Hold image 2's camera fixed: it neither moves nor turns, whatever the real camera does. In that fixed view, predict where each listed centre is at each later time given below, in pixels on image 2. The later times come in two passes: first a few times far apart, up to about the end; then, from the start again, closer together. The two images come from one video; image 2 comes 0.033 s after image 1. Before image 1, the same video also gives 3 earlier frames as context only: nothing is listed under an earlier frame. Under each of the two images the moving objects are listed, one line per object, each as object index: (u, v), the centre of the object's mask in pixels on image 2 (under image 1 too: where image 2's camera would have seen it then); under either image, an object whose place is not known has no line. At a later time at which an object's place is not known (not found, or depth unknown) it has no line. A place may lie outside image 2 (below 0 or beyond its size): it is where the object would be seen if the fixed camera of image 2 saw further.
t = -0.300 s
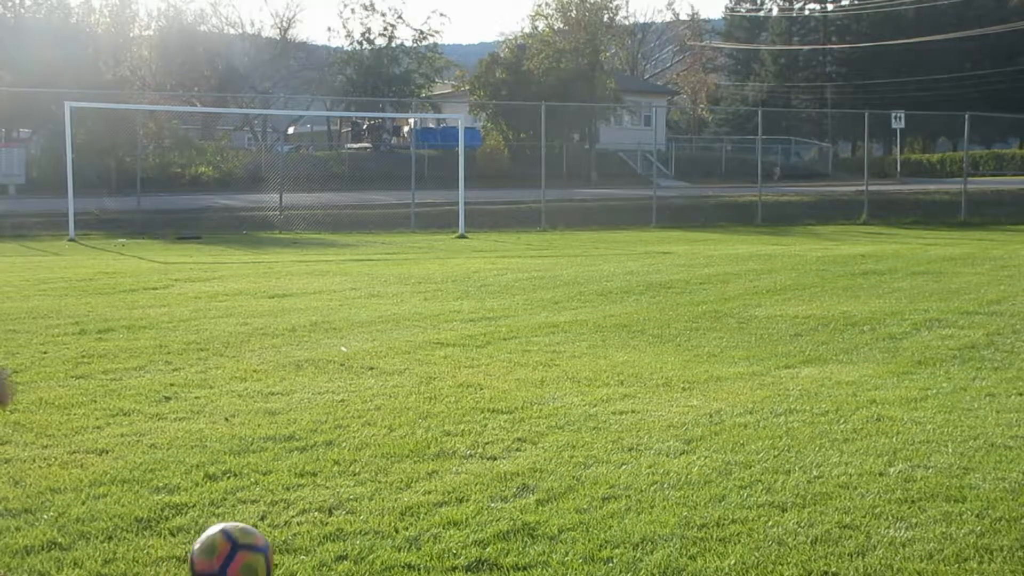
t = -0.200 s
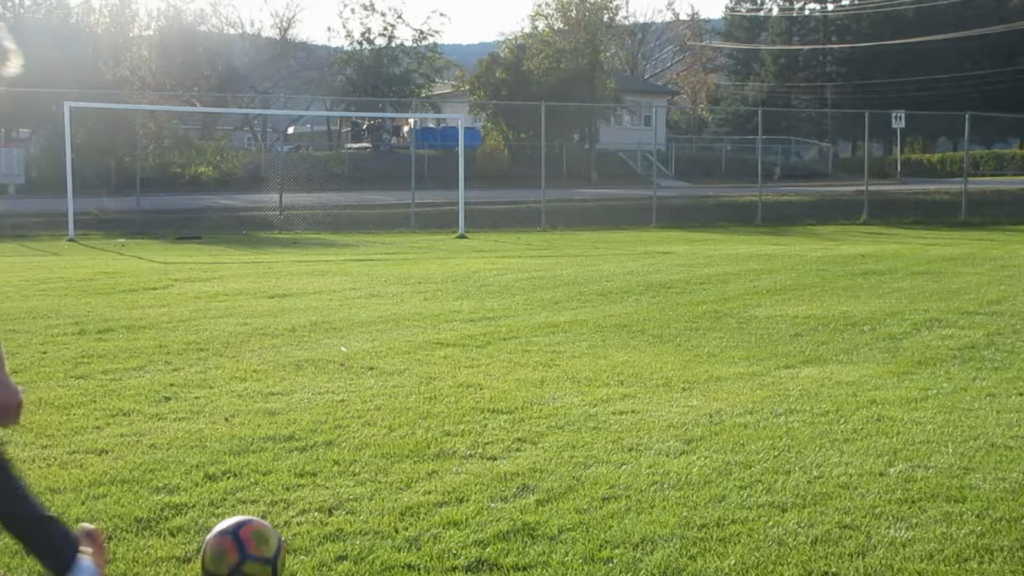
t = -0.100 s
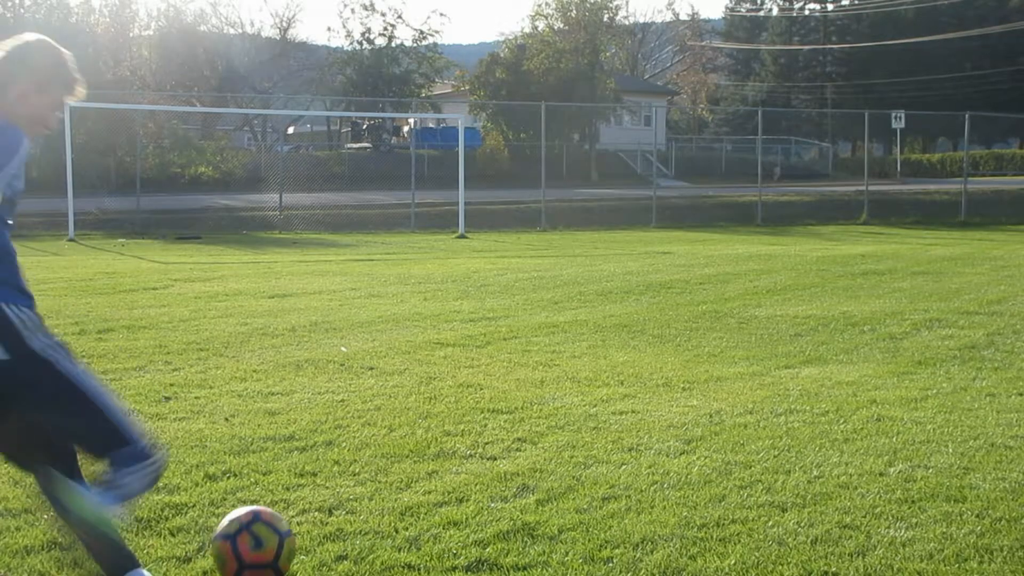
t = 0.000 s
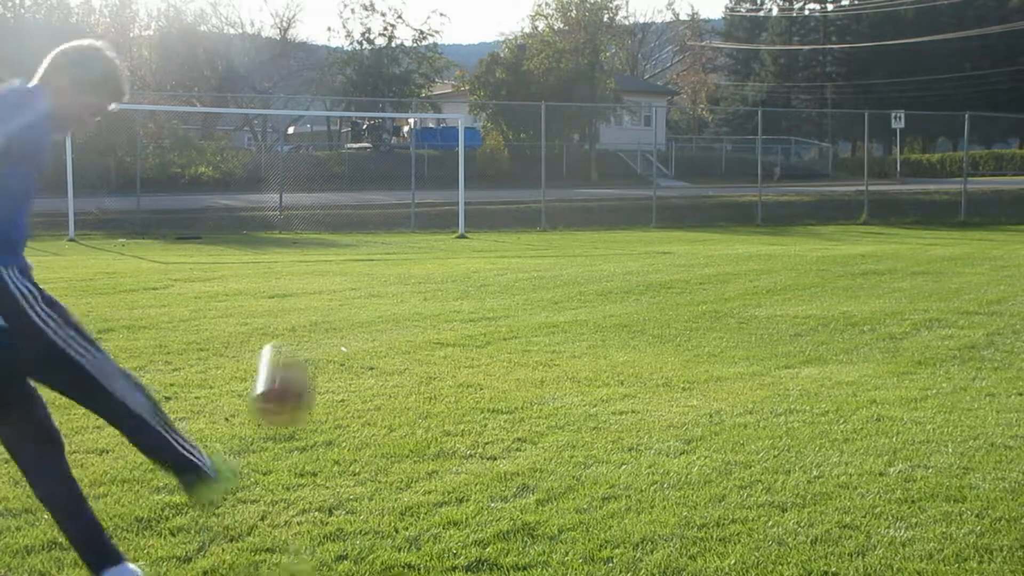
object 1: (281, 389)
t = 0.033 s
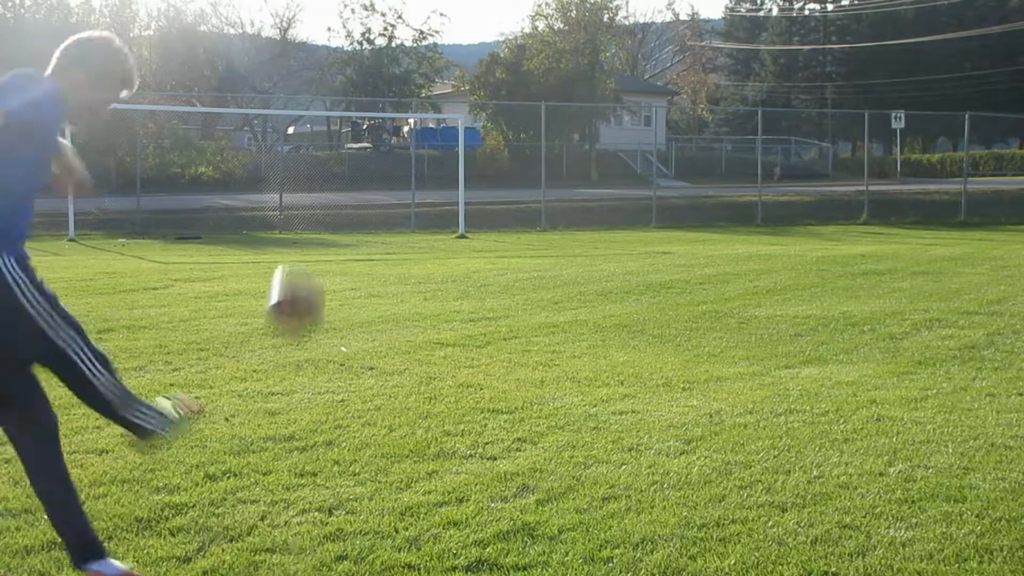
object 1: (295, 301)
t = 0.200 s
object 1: (334, 79)
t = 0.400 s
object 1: (363, 11)
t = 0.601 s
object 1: (386, 11)
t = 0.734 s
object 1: (398, 31)
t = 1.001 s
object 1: (415, 95)
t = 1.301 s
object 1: (427, 187)
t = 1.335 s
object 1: (425, 197)
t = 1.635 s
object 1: (440, 194)
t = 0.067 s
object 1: (305, 233)
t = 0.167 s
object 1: (327, 104)
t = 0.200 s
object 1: (334, 79)
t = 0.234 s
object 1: (338, 57)
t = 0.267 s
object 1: (344, 45)
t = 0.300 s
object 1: (350, 31)
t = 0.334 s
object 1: (355, 22)
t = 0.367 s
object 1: (359, 15)
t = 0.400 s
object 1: (363, 11)
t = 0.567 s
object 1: (382, 8)
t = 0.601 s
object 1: (386, 11)
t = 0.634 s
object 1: (389, 15)
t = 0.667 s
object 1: (392, 19)
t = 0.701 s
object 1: (394, 26)
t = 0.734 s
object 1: (398, 31)
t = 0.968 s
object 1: (413, 86)
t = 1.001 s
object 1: (415, 95)
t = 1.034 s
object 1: (419, 105)
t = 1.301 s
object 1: (427, 187)
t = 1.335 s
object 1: (425, 197)
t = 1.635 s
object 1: (440, 194)
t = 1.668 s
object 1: (445, 188)
